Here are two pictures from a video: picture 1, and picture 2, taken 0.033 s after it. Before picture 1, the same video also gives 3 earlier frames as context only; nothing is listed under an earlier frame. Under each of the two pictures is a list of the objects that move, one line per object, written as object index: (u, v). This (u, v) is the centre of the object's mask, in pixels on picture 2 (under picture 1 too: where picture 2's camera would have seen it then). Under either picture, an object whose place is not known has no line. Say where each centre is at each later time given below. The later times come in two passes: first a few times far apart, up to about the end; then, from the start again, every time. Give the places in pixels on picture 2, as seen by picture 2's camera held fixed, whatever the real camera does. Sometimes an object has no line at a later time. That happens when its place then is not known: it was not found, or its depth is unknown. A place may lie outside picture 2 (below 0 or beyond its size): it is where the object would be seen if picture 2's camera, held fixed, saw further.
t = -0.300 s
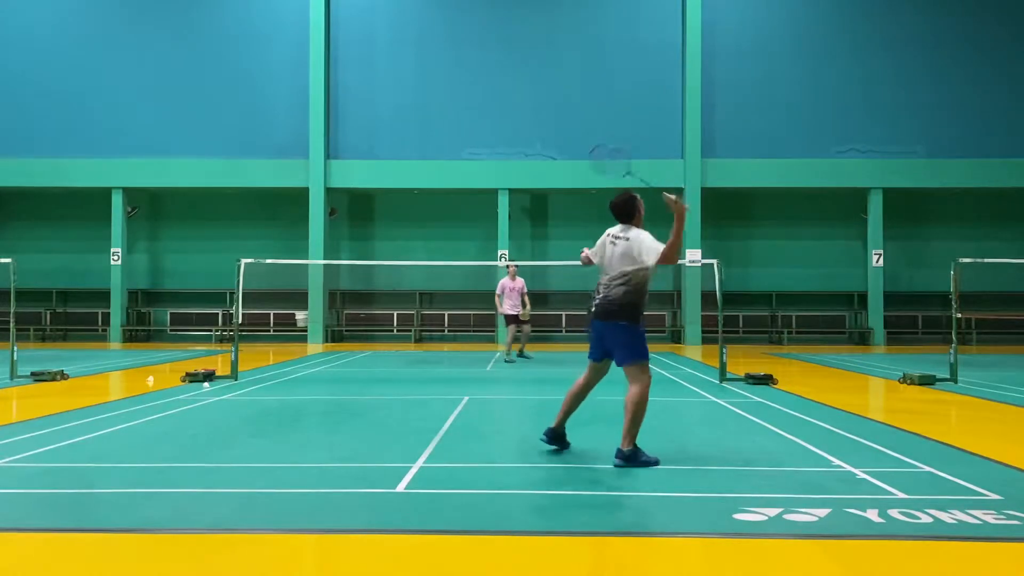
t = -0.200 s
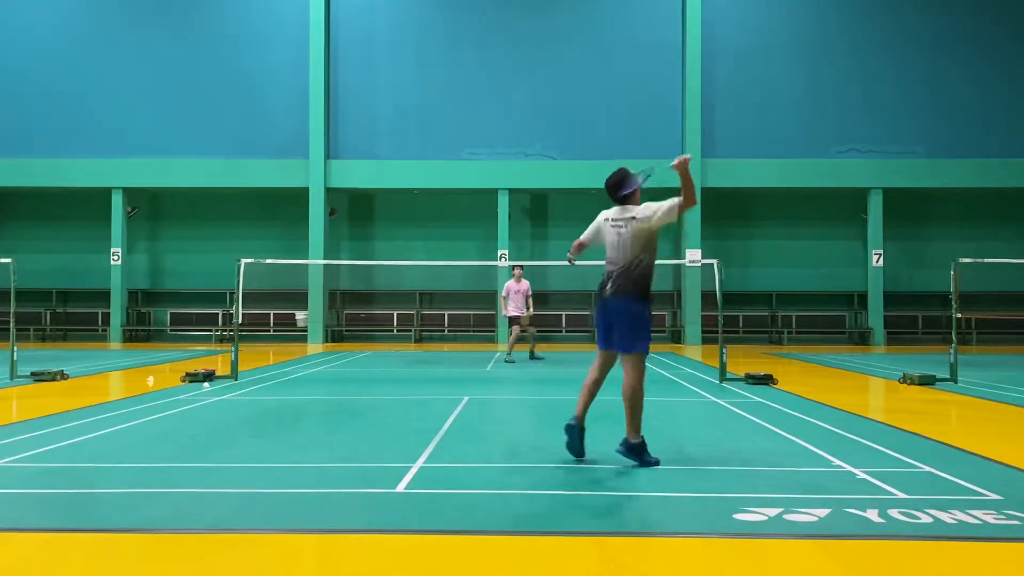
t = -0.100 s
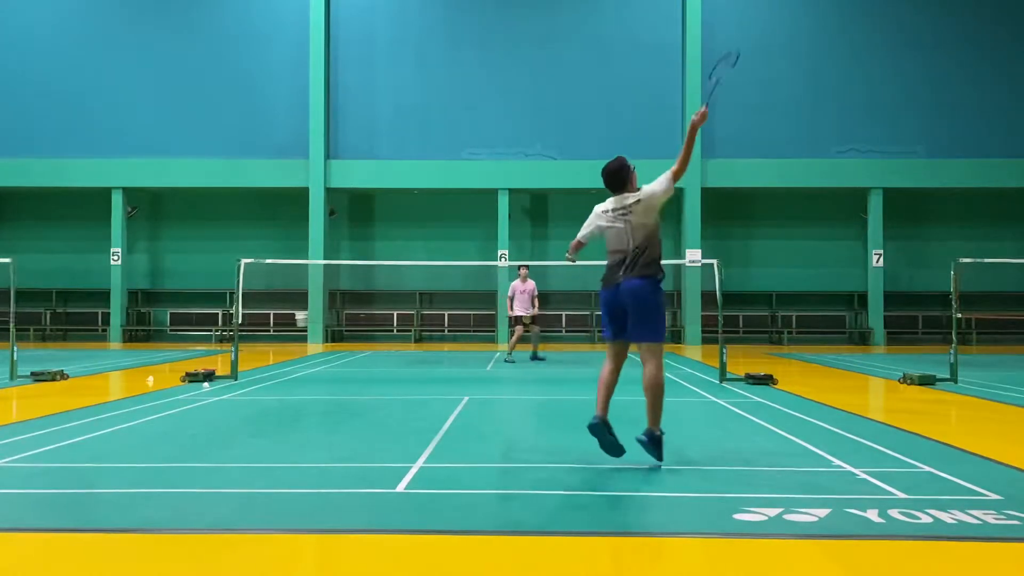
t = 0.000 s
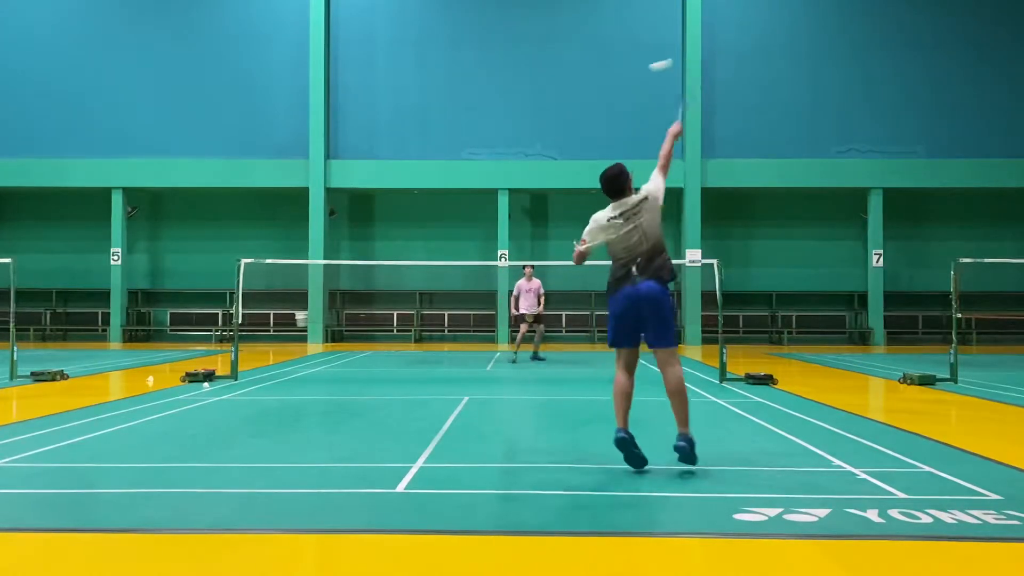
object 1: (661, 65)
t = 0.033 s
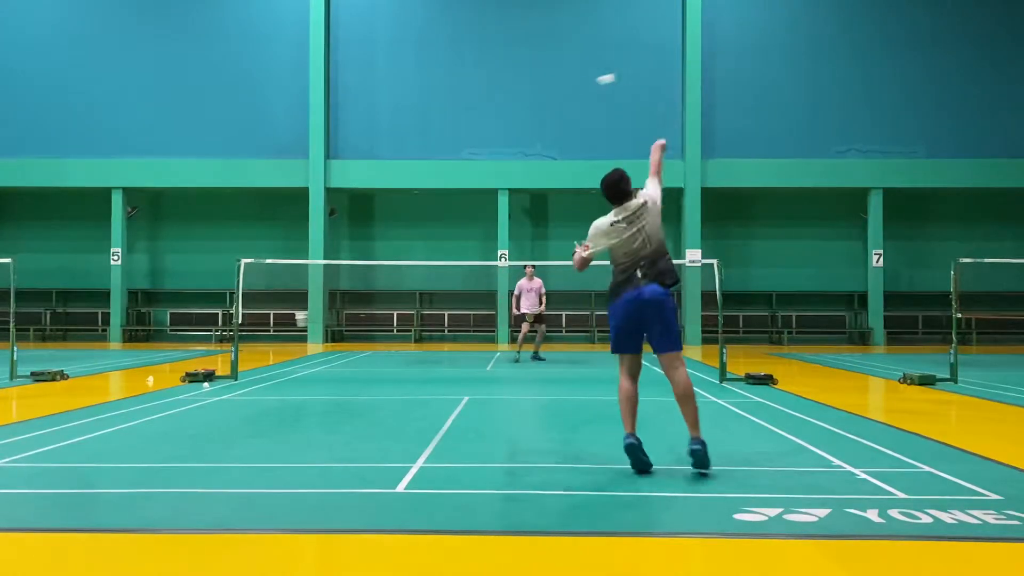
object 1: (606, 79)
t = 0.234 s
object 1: (450, 133)
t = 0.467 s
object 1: (376, 195)
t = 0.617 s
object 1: (349, 238)
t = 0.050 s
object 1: (585, 82)
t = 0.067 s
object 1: (566, 88)
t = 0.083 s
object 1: (549, 92)
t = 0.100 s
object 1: (534, 97)
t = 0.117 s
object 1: (520, 102)
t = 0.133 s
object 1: (507, 107)
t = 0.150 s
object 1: (496, 111)
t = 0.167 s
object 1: (486, 116)
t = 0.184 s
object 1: (476, 120)
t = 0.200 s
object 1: (466, 125)
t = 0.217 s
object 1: (458, 129)
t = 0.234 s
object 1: (450, 133)
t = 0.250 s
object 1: (442, 138)
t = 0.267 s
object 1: (435, 142)
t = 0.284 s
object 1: (429, 146)
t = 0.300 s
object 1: (422, 150)
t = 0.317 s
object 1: (417, 155)
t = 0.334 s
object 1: (411, 158)
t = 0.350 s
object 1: (406, 164)
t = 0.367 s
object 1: (401, 168)
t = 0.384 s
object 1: (396, 172)
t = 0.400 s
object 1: (391, 177)
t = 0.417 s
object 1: (387, 181)
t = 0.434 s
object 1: (383, 186)
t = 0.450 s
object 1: (379, 191)
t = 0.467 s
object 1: (376, 195)
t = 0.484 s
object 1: (372, 200)
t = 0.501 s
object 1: (368, 204)
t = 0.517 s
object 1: (366, 209)
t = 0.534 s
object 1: (363, 214)
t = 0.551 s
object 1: (359, 219)
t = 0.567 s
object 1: (356, 224)
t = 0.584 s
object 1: (354, 228)
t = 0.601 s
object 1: (351, 234)
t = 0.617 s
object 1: (349, 238)
